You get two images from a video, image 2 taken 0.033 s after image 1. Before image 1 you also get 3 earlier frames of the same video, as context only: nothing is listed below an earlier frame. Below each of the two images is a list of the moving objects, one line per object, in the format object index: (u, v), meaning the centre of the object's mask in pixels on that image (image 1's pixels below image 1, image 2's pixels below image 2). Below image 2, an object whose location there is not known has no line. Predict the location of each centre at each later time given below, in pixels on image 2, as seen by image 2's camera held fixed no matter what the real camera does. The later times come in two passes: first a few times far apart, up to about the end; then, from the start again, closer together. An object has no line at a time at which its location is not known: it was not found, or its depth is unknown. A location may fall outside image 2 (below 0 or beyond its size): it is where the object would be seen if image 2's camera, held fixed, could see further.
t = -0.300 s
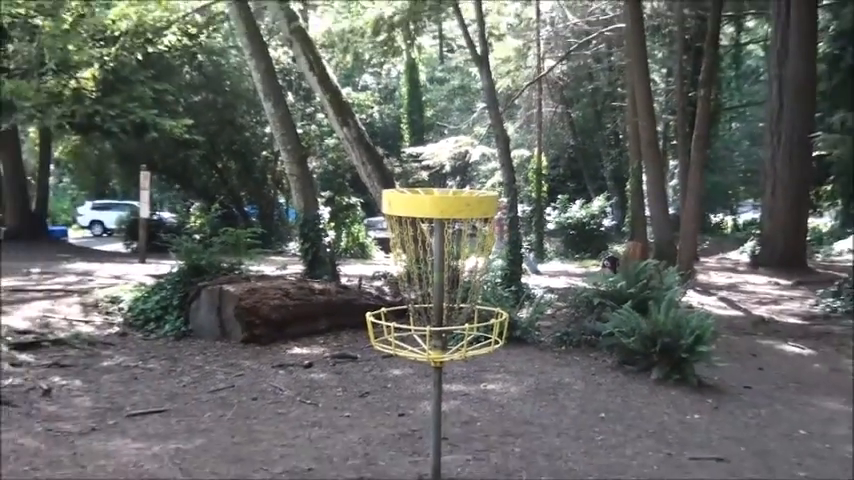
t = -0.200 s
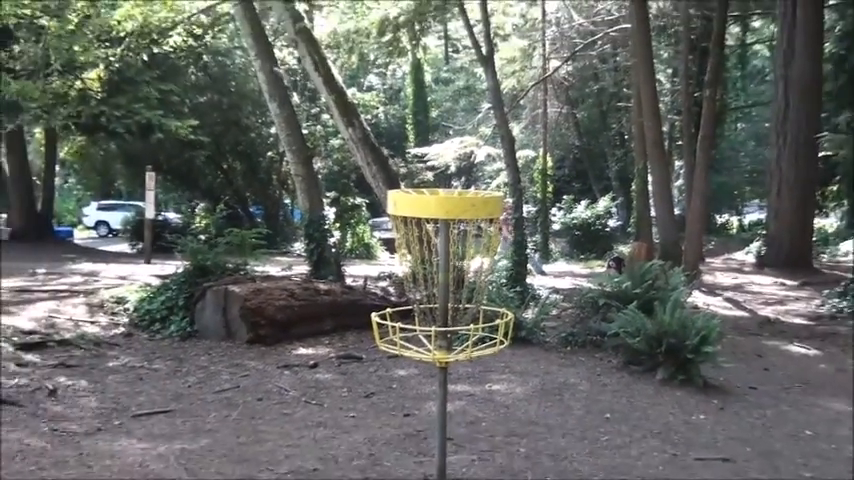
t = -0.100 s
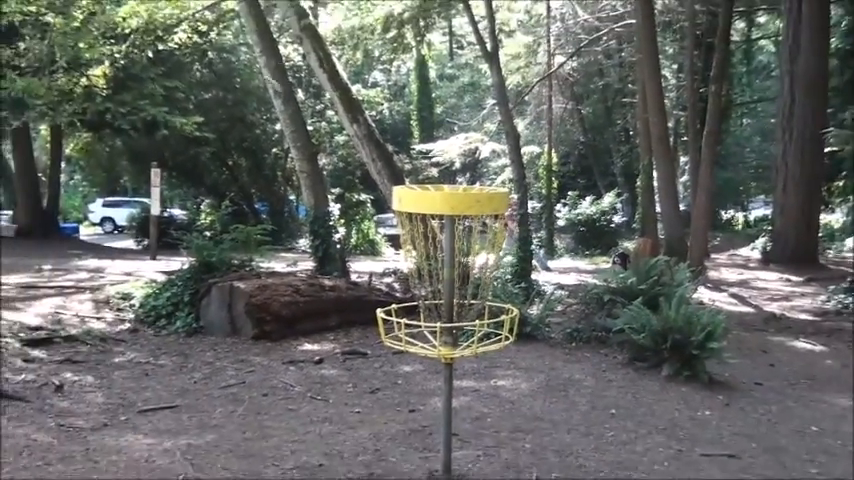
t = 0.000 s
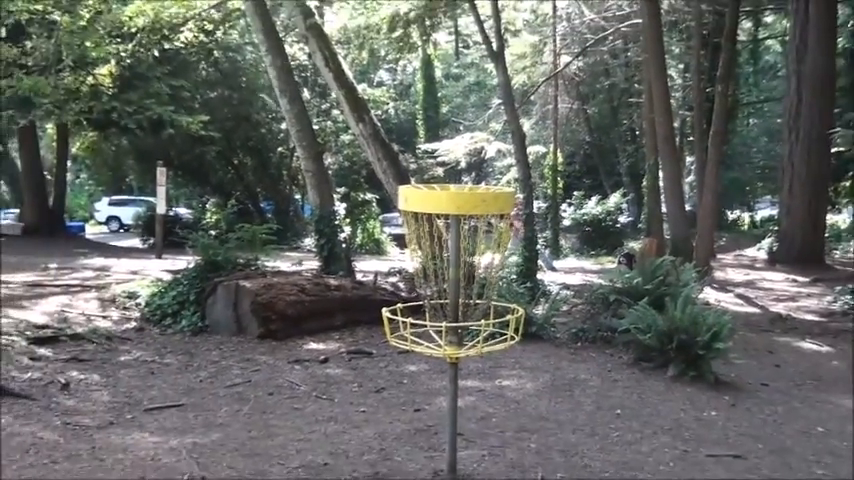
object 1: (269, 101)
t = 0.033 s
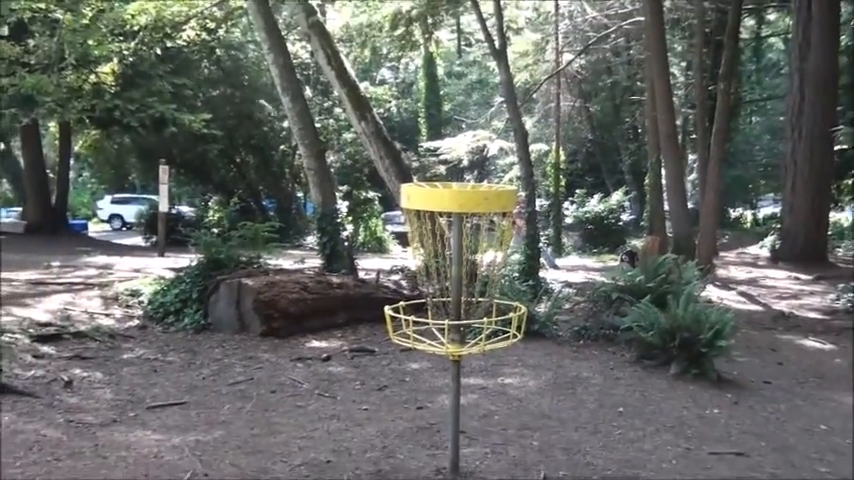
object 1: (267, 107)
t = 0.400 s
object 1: (291, 279)
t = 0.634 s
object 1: (358, 415)
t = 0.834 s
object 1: (385, 405)
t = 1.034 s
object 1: (414, 453)
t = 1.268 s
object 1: (433, 458)
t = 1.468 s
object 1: (433, 458)
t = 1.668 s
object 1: (433, 458)
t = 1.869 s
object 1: (432, 457)
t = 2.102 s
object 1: (432, 457)
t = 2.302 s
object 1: (432, 457)
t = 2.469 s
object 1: (432, 457)
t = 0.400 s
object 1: (291, 279)
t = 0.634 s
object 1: (358, 415)
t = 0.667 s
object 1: (362, 409)
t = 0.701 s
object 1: (367, 401)
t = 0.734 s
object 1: (373, 396)
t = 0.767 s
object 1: (376, 400)
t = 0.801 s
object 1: (380, 403)
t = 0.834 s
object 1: (385, 405)
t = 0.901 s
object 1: (394, 416)
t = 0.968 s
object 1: (402, 438)
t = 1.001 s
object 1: (407, 447)
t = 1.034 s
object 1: (414, 453)
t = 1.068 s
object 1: (418, 452)
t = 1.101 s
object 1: (422, 452)
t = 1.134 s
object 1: (426, 452)
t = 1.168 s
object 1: (429, 455)
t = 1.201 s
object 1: (432, 457)
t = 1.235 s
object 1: (432, 457)
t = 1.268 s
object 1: (433, 458)
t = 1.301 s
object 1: (433, 457)
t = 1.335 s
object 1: (432, 457)
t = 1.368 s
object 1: (432, 458)
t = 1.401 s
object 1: (432, 458)
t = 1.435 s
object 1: (433, 458)
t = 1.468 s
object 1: (433, 458)
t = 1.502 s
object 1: (432, 458)
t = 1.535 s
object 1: (432, 458)
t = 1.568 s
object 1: (433, 458)
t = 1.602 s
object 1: (433, 458)
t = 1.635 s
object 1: (433, 457)
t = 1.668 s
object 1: (433, 458)
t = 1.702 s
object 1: (432, 457)
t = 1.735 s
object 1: (433, 458)
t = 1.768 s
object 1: (433, 458)
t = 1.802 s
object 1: (433, 457)
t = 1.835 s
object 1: (433, 457)
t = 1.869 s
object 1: (432, 457)
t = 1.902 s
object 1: (433, 457)
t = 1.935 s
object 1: (432, 457)
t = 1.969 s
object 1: (433, 457)
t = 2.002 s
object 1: (433, 457)
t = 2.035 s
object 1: (433, 457)
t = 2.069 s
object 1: (433, 457)
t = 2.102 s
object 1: (432, 457)
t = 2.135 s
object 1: (432, 457)
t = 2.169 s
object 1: (432, 457)
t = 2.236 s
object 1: (432, 457)
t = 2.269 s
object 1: (432, 457)
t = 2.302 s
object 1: (432, 457)
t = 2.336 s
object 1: (432, 457)
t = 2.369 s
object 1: (432, 457)
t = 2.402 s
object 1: (432, 457)
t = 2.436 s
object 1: (432, 457)
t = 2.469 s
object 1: (432, 457)
